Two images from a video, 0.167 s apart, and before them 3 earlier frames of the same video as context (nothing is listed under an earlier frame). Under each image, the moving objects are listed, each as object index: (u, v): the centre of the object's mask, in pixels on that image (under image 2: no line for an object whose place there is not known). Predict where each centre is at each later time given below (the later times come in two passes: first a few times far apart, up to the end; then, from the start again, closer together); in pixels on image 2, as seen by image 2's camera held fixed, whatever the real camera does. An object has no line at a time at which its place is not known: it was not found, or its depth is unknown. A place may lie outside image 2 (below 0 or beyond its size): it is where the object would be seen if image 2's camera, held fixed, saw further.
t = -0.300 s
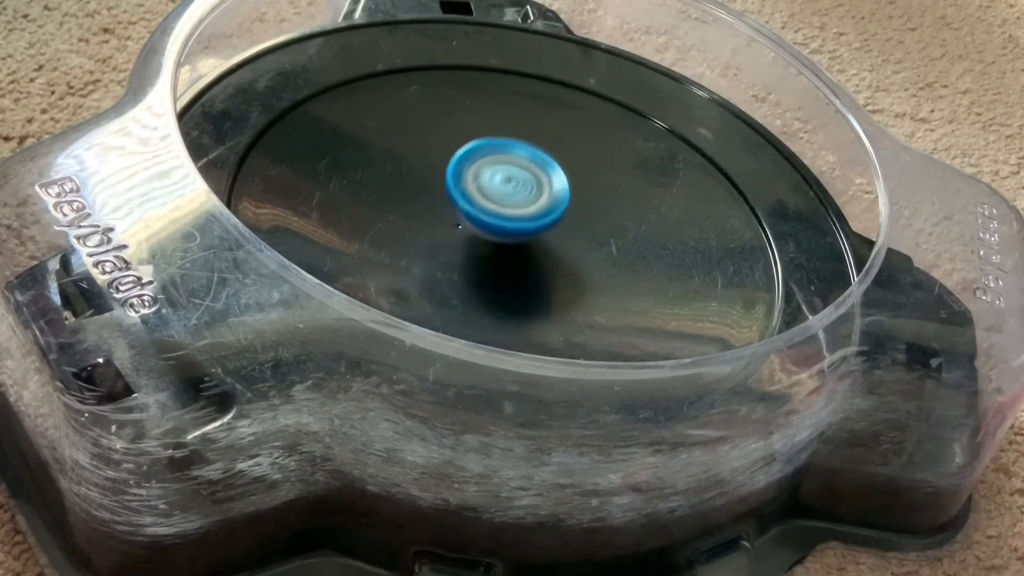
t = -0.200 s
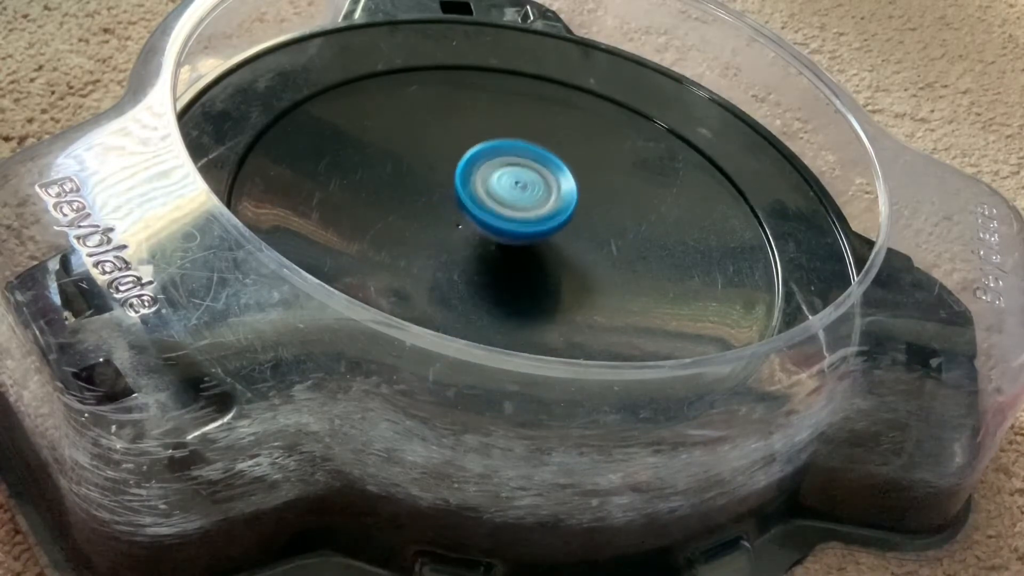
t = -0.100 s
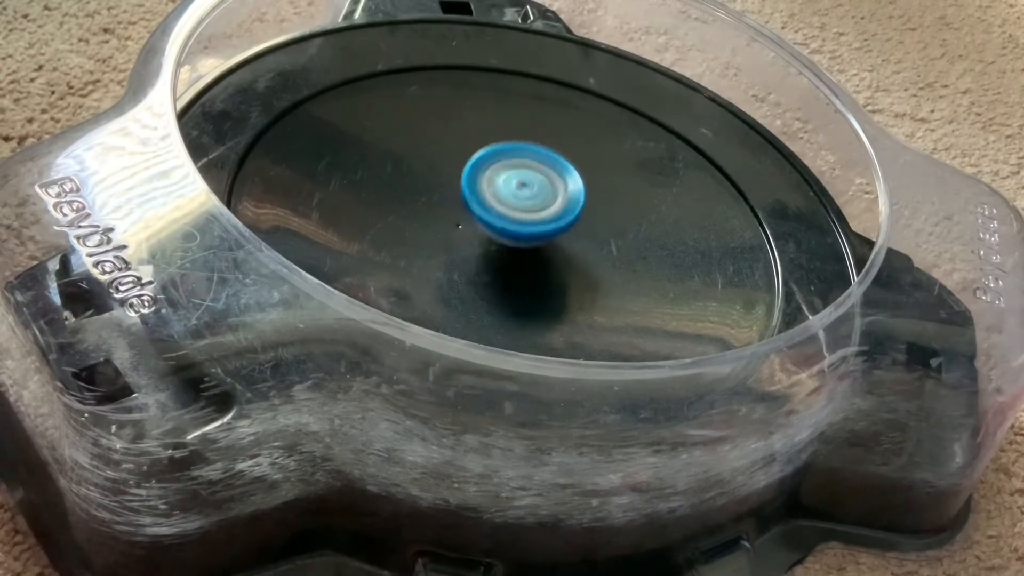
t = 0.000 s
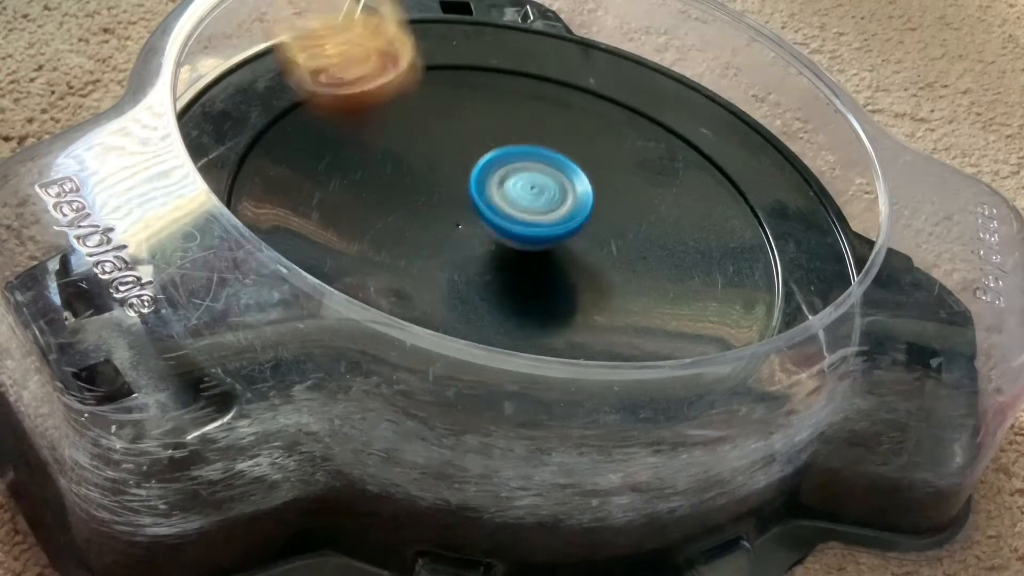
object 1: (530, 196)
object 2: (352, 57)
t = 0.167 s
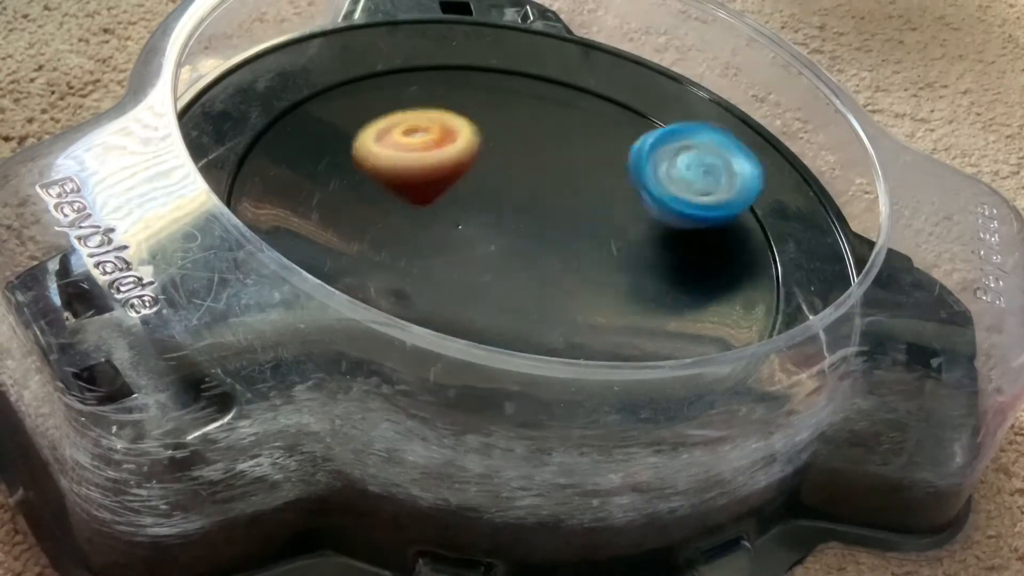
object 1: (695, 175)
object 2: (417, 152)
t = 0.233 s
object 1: (745, 161)
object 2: (388, 215)
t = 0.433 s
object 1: (681, 170)
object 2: (409, 224)
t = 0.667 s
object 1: (556, 197)
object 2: (463, 247)
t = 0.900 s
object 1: (561, 232)
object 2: (401, 294)
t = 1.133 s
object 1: (551, 238)
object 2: (567, 324)
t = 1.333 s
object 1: (515, 149)
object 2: (573, 255)
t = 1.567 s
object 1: (396, 63)
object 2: (367, 152)
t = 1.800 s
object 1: (349, 64)
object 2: (272, 189)
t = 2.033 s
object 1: (377, 122)
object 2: (562, 298)
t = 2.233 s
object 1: (437, 171)
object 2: (672, 149)
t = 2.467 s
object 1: (517, 217)
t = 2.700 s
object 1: (597, 258)
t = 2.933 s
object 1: (640, 274)
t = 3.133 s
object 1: (634, 279)
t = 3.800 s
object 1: (466, 210)
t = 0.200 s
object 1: (727, 166)
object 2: (402, 177)
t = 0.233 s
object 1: (745, 161)
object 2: (388, 215)
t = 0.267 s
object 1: (747, 158)
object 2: (386, 210)
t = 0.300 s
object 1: (738, 162)
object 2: (385, 218)
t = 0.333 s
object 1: (729, 163)
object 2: (388, 219)
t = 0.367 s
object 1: (715, 165)
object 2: (393, 221)
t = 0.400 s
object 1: (698, 168)
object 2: (400, 222)
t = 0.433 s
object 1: (681, 170)
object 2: (409, 224)
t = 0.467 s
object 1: (662, 174)
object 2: (419, 227)
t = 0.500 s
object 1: (641, 178)
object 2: (429, 229)
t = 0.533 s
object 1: (622, 182)
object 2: (439, 233)
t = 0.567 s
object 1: (602, 186)
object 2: (447, 237)
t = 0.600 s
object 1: (584, 190)
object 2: (455, 240)
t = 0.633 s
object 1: (568, 194)
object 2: (460, 244)
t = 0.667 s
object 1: (556, 197)
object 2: (463, 247)
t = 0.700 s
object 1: (552, 200)
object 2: (452, 253)
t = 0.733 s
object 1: (554, 202)
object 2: (435, 262)
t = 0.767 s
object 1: (557, 208)
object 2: (418, 270)
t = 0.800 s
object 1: (560, 214)
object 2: (405, 276)
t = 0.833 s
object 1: (562, 221)
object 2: (398, 281)
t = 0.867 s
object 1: (562, 226)
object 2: (396, 287)
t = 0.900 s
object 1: (561, 232)
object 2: (401, 294)
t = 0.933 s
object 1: (559, 236)
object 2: (398, 323)
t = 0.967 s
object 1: (558, 241)
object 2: (417, 334)
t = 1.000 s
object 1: (556, 245)
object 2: (443, 343)
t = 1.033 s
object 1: (554, 248)
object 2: (475, 349)
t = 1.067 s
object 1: (552, 251)
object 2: (512, 343)
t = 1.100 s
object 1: (551, 249)
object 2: (544, 324)
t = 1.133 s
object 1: (551, 238)
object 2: (567, 324)
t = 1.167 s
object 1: (550, 227)
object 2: (584, 319)
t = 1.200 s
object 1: (548, 216)
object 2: (593, 309)
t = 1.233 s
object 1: (543, 207)
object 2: (595, 289)
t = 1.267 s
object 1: (537, 189)
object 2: (593, 275)
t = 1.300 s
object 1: (526, 170)
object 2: (586, 268)
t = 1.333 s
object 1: (515, 149)
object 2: (573, 255)
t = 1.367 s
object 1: (502, 133)
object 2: (553, 240)
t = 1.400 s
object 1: (485, 116)
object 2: (529, 224)
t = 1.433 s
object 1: (467, 102)
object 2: (501, 208)
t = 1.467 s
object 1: (447, 89)
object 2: (471, 193)
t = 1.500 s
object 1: (428, 78)
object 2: (436, 176)
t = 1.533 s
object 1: (412, 70)
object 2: (401, 163)
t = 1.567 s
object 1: (396, 63)
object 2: (367, 152)
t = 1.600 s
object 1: (385, 59)
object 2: (337, 143)
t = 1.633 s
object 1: (374, 56)
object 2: (307, 138)
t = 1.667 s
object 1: (365, 55)
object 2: (279, 137)
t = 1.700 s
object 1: (359, 55)
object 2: (255, 141)
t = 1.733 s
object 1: (354, 57)
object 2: (245, 149)
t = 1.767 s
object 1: (351, 60)
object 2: (253, 167)
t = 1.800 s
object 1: (349, 64)
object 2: (272, 189)
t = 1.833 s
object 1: (349, 70)
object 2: (294, 212)
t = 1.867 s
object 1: (350, 77)
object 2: (323, 236)
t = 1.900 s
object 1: (352, 86)
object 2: (363, 263)
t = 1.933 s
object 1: (357, 95)
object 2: (413, 284)
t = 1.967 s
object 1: (362, 104)
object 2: (464, 297)
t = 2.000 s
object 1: (369, 113)
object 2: (516, 304)
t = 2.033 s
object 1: (377, 122)
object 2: (562, 298)
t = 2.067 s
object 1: (386, 130)
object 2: (604, 284)
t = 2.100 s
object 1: (396, 140)
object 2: (635, 262)
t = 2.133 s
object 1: (406, 149)
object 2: (658, 237)
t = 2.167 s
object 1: (416, 157)
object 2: (671, 208)
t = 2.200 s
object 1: (426, 164)
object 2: (676, 179)
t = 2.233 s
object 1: (437, 171)
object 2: (672, 149)
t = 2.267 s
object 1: (447, 178)
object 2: (661, 121)
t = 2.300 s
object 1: (459, 185)
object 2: (644, 94)
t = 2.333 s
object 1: (470, 193)
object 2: (620, 66)
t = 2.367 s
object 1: (481, 198)
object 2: (589, 44)
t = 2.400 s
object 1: (493, 205)
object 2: (555, 36)
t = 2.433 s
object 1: (505, 211)
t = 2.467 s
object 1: (517, 217)
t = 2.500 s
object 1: (529, 224)
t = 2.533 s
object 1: (541, 230)
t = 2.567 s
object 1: (555, 238)
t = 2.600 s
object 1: (567, 243)
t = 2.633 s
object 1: (578, 248)
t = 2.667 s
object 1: (588, 253)
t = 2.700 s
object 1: (597, 258)
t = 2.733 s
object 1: (607, 261)
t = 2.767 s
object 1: (615, 265)
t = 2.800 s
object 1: (623, 268)
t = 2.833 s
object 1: (631, 269)
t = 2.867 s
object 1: (637, 268)
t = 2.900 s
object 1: (640, 271)
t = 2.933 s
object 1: (640, 274)
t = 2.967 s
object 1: (646, 279)
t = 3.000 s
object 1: (645, 280)
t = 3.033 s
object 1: (644, 280)
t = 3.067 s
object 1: (641, 280)
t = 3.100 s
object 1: (638, 279)
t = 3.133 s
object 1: (634, 279)
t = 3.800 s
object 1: (466, 210)
